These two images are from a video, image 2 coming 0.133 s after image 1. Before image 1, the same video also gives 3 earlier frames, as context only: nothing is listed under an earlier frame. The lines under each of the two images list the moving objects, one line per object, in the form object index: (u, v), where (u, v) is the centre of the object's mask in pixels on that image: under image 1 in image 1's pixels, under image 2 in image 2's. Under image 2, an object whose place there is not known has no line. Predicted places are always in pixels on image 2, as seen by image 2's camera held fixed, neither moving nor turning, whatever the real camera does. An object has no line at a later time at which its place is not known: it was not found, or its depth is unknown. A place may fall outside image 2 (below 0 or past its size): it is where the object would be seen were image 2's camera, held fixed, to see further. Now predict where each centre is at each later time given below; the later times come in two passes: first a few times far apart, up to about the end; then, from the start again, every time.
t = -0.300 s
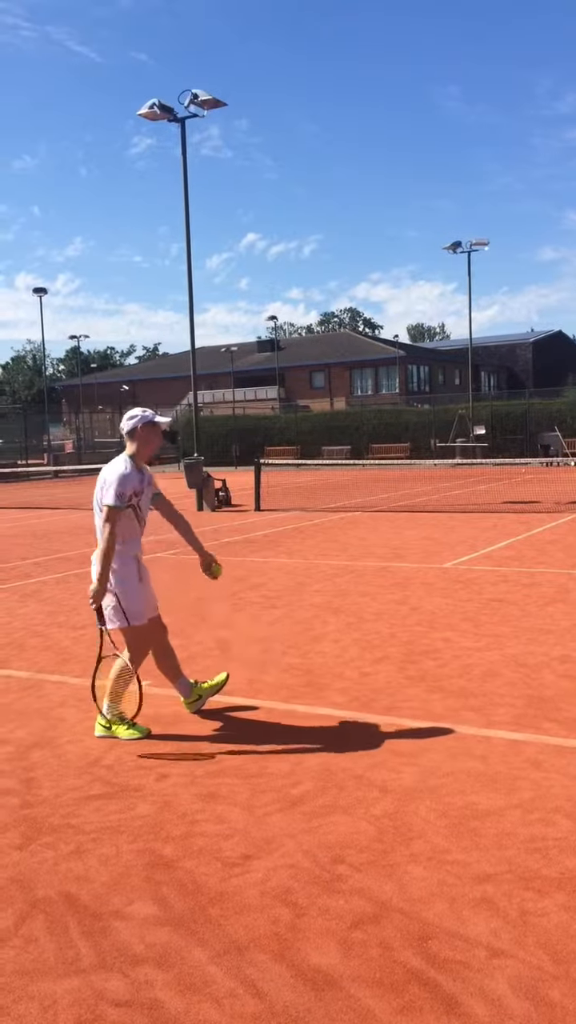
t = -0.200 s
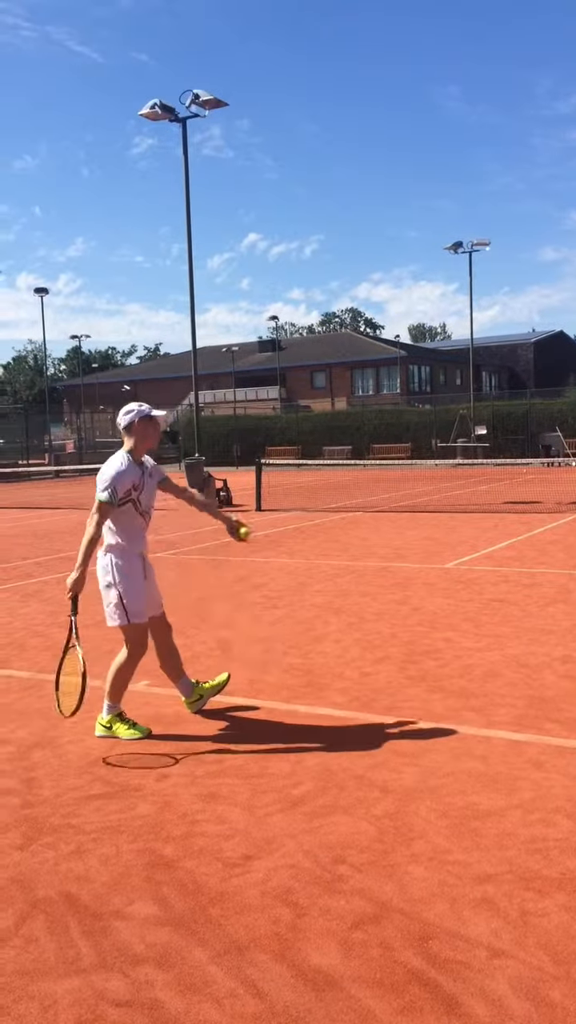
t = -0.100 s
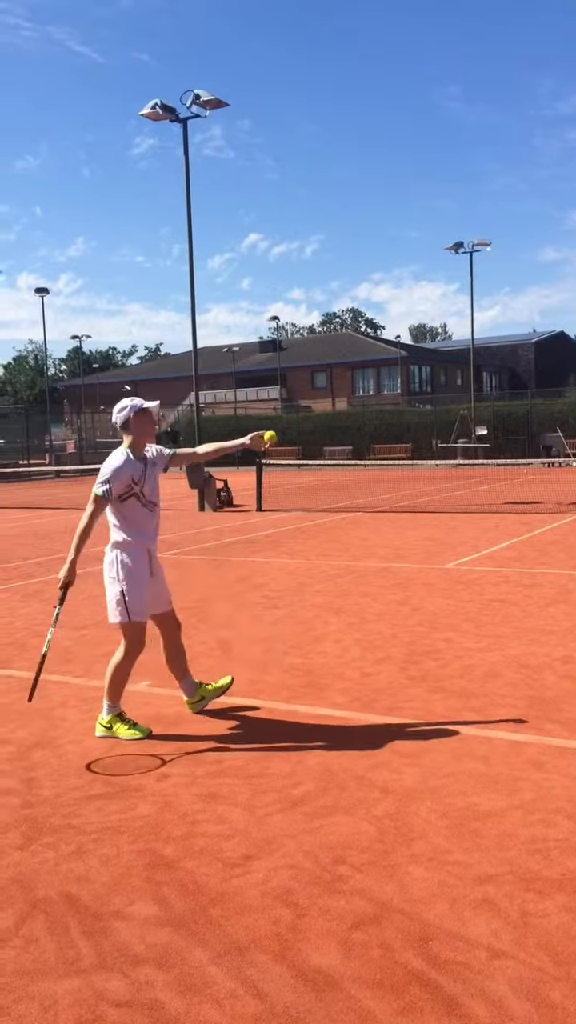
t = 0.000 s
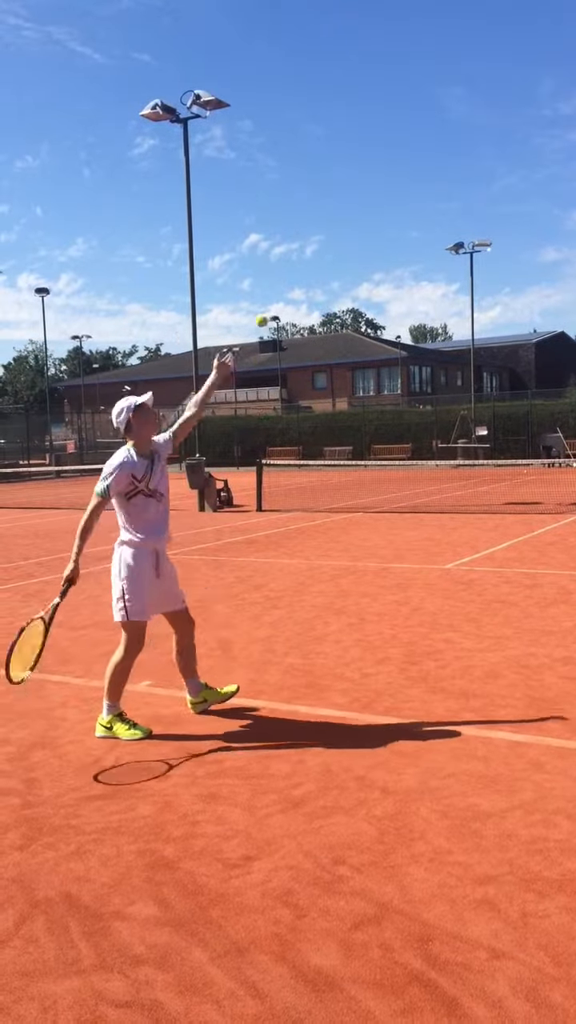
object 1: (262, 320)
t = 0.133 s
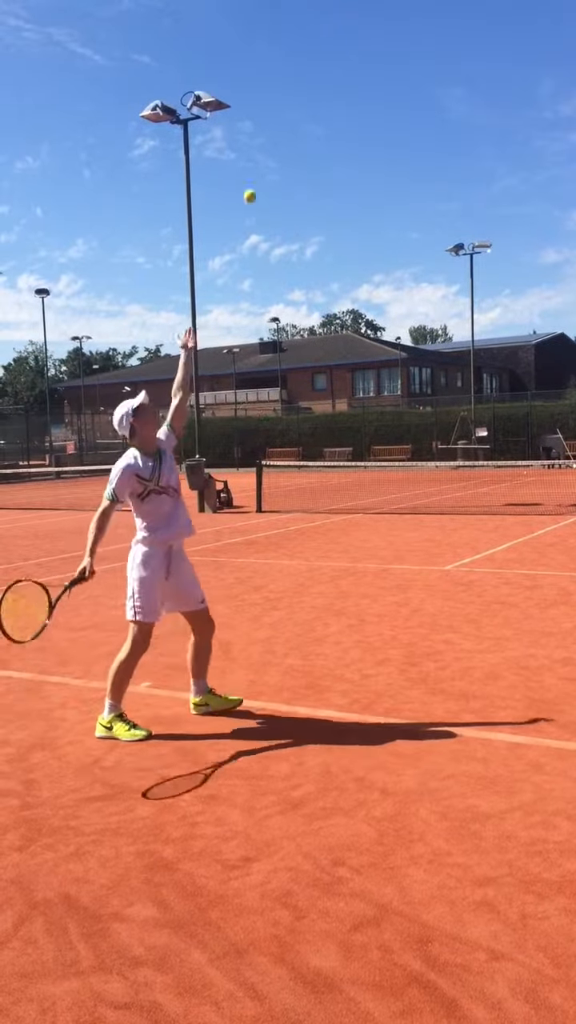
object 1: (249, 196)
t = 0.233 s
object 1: (243, 125)
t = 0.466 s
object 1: (233, 37)
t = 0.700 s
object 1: (228, 52)
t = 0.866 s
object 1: (229, 121)
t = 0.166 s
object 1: (247, 170)
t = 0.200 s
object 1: (245, 146)
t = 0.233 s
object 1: (243, 125)
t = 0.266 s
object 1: (241, 105)
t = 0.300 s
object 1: (239, 89)
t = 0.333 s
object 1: (238, 74)
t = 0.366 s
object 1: (236, 62)
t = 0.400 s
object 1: (235, 51)
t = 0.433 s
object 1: (234, 43)
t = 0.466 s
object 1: (233, 37)
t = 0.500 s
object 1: (232, 33)
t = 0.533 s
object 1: (231, 31)
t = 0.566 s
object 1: (230, 32)
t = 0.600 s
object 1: (230, 34)
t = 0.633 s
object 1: (229, 38)
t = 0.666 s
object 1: (229, 44)
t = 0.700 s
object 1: (228, 52)
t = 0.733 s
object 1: (228, 62)
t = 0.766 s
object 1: (228, 74)
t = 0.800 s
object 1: (228, 88)
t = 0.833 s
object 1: (229, 103)
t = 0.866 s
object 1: (229, 121)
